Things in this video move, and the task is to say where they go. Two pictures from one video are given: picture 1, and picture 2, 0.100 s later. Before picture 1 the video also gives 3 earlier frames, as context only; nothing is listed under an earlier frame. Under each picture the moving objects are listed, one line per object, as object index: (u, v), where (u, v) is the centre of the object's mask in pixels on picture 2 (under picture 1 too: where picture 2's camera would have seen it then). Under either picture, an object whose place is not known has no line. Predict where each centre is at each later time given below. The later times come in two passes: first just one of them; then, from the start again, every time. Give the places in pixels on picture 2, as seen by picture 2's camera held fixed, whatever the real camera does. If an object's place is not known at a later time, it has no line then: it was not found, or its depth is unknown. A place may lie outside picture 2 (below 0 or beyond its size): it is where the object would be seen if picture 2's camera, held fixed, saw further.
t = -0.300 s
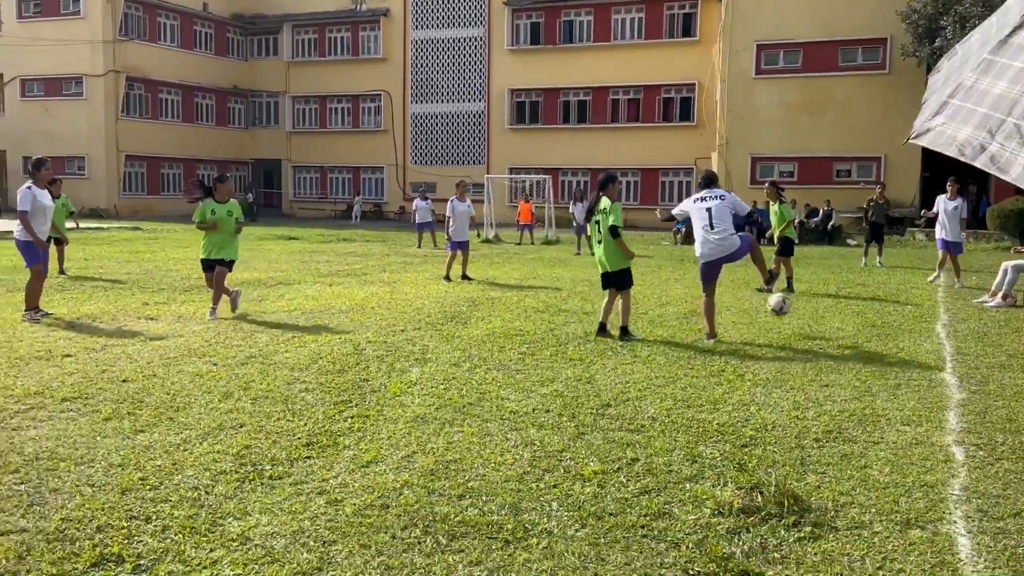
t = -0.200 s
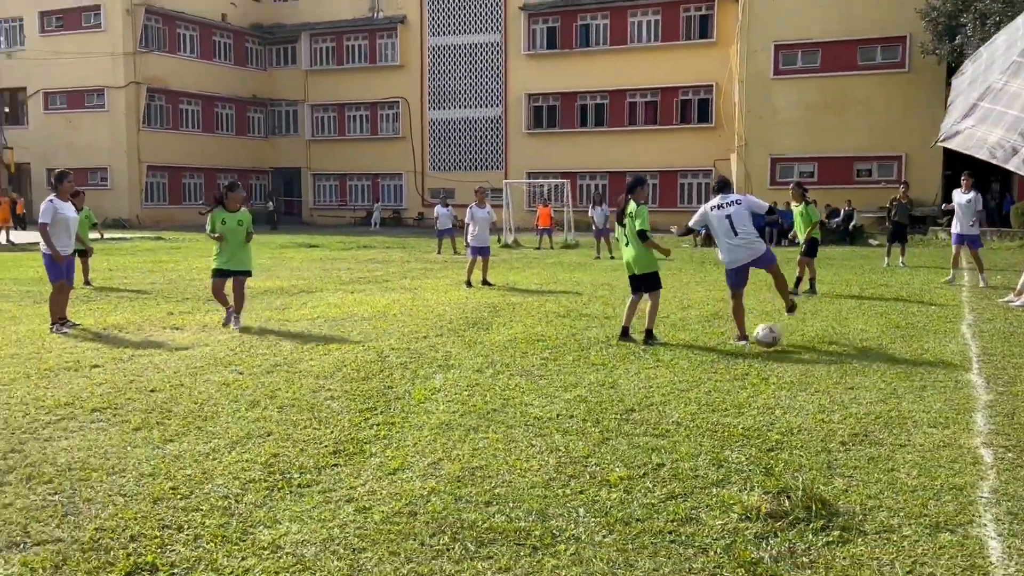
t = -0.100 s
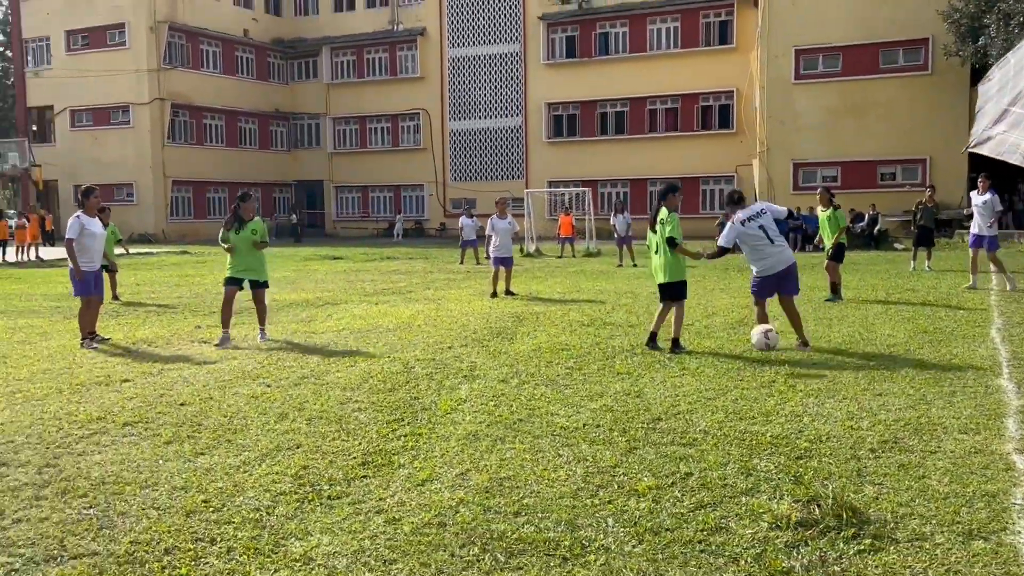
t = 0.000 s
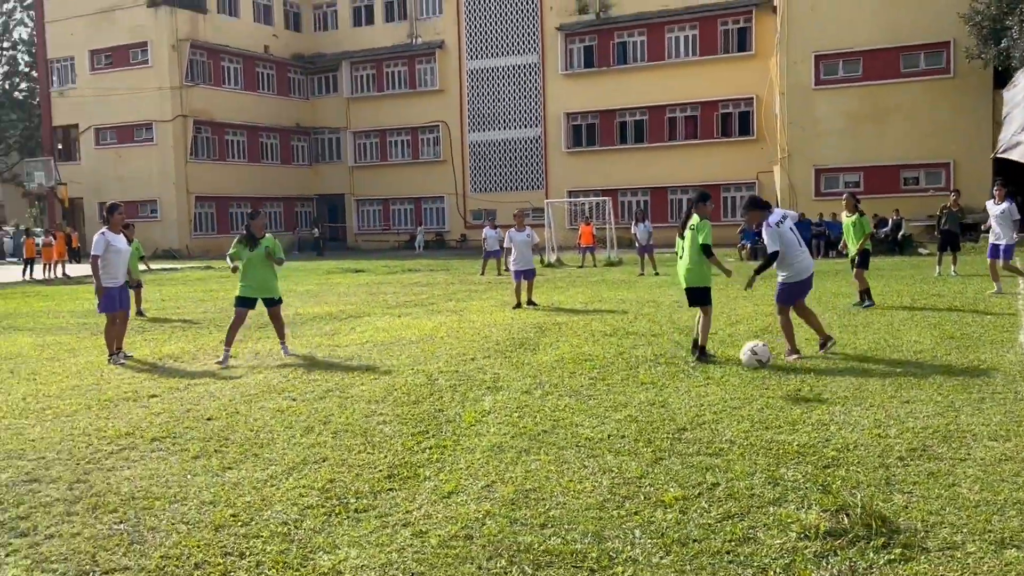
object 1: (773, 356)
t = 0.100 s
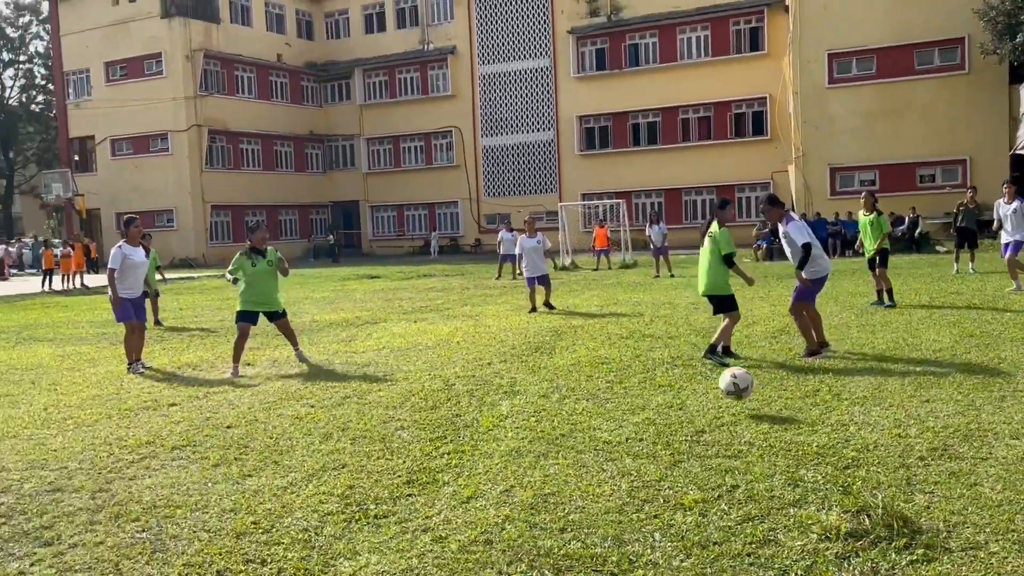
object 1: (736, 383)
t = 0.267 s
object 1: (671, 420)
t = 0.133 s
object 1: (722, 397)
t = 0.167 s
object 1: (708, 413)
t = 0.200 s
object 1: (695, 422)
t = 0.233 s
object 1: (684, 420)
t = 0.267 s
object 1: (671, 420)
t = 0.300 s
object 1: (658, 423)
